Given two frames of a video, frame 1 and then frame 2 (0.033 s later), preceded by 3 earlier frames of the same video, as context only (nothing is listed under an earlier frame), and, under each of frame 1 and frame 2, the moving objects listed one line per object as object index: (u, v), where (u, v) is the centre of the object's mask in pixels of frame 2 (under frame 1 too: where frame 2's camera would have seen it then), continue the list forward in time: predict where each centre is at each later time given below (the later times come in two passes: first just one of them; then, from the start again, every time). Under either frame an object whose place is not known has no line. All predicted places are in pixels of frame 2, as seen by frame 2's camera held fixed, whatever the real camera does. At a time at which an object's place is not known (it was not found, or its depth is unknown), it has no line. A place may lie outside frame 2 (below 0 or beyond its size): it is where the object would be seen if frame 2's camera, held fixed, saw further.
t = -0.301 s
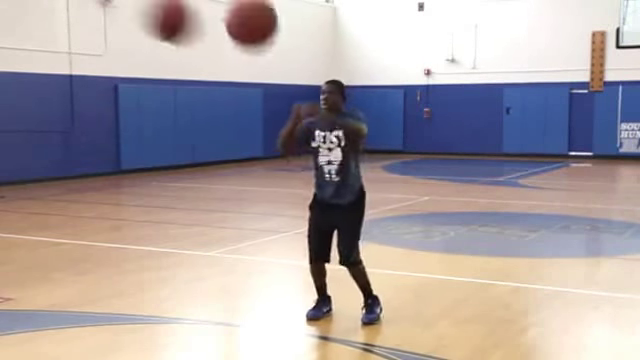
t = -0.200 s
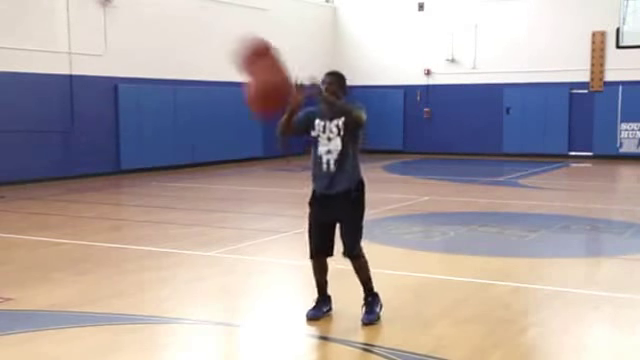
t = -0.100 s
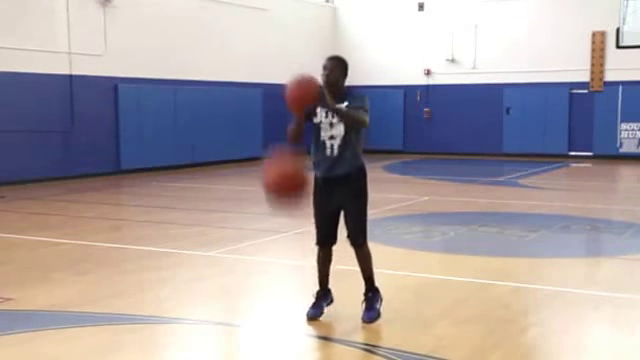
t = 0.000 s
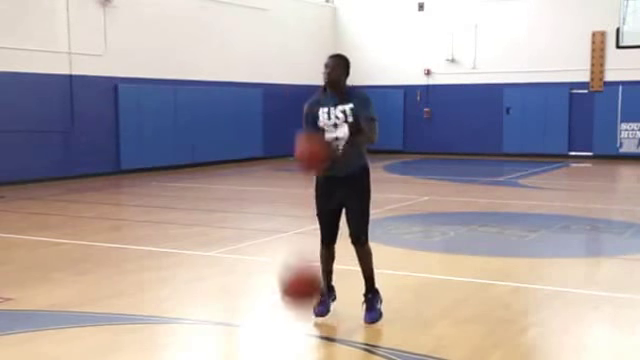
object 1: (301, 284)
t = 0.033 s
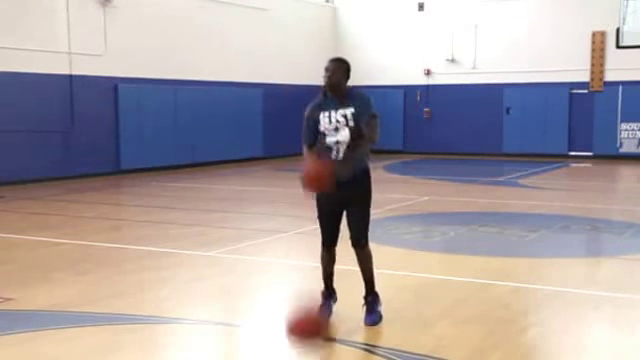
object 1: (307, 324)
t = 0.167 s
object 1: (328, 301)
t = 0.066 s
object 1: (312, 353)
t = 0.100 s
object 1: (317, 351)
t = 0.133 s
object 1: (324, 326)
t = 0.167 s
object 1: (328, 301)
